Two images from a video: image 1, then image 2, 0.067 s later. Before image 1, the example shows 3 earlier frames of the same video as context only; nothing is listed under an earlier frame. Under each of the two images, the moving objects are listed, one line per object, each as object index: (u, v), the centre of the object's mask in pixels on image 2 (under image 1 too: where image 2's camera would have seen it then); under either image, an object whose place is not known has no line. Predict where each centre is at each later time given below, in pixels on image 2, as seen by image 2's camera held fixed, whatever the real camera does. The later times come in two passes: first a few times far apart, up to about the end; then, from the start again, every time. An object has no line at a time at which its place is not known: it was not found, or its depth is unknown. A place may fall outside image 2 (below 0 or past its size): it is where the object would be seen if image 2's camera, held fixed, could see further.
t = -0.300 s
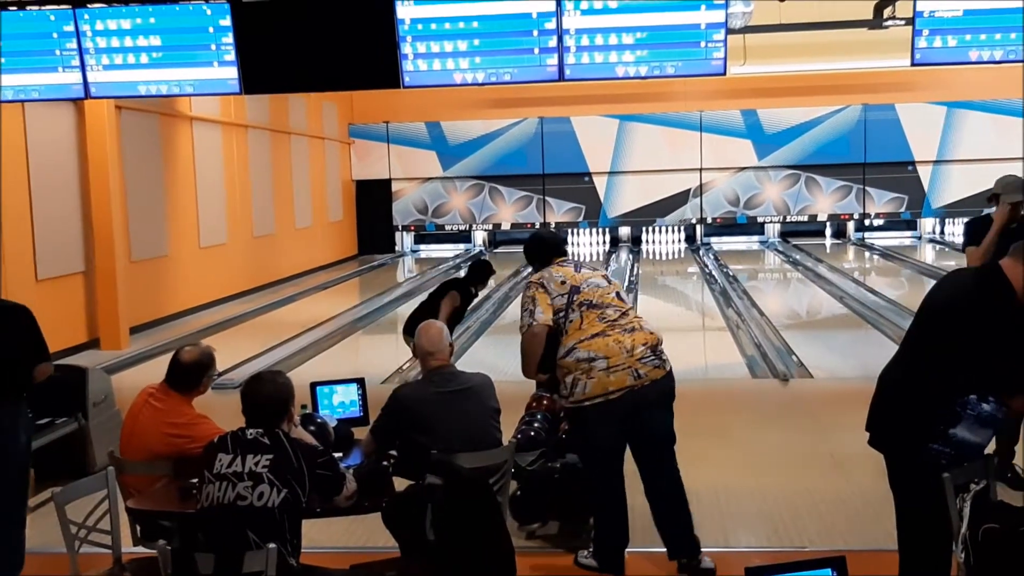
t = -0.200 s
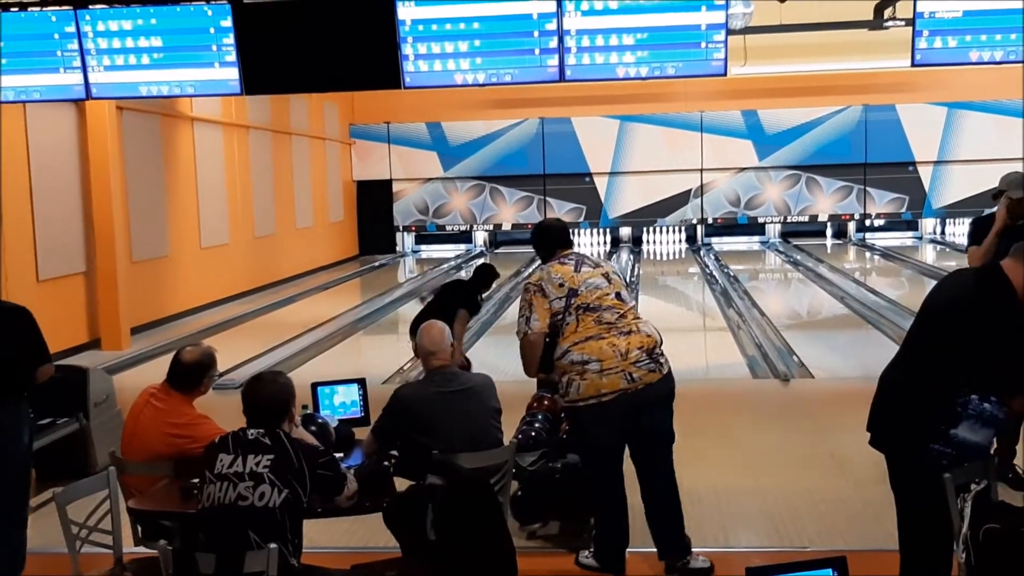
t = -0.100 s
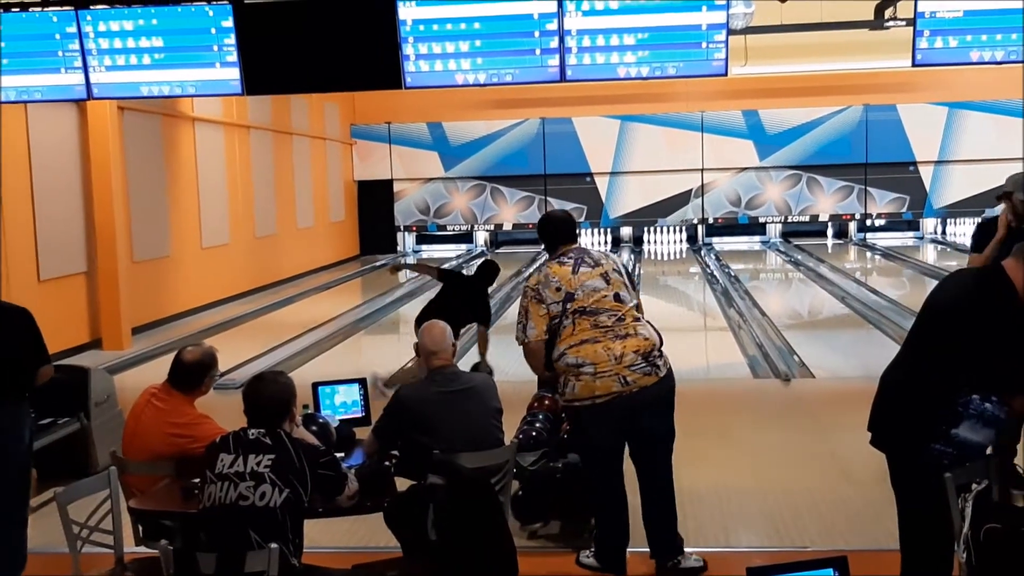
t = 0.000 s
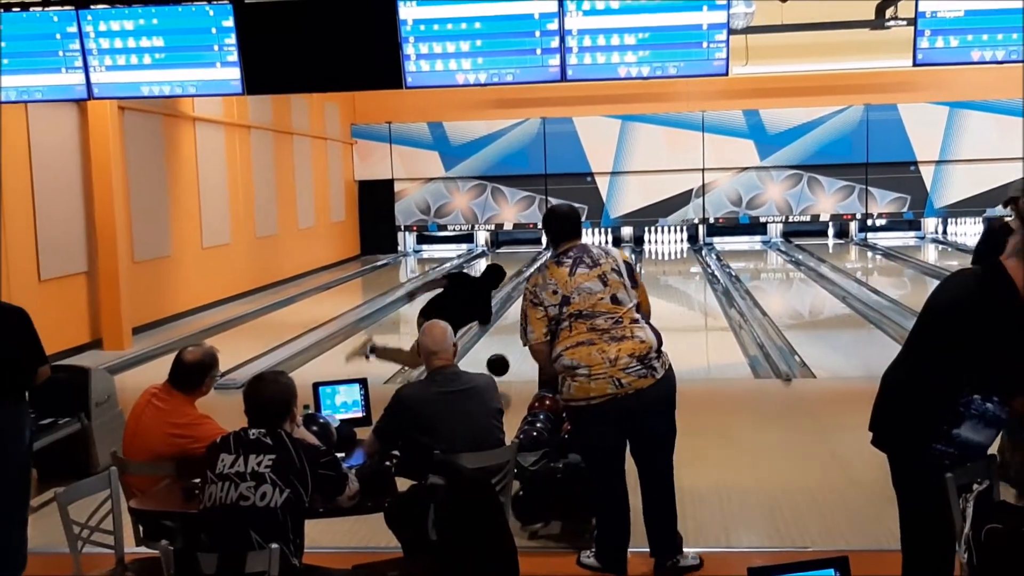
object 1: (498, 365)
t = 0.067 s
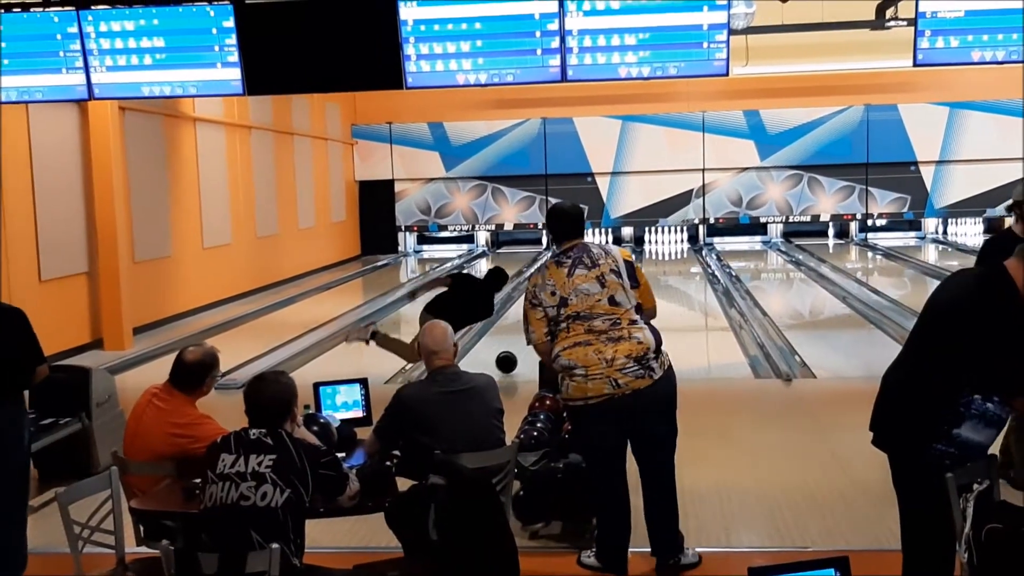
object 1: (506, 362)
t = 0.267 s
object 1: (526, 341)
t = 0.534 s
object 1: (544, 318)
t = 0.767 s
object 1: (559, 301)
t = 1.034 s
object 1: (570, 287)
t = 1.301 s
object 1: (579, 275)
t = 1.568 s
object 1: (587, 266)
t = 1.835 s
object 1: (592, 258)
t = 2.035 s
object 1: (595, 252)
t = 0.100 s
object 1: (510, 359)
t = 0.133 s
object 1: (513, 355)
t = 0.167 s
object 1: (517, 351)
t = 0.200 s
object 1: (520, 348)
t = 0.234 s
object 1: (523, 344)
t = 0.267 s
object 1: (526, 341)
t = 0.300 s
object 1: (529, 337)
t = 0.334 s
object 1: (531, 335)
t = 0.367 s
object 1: (533, 332)
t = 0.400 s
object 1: (535, 329)
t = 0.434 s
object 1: (537, 326)
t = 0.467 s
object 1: (540, 323)
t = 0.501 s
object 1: (542, 321)
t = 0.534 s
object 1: (544, 318)
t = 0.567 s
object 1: (546, 315)
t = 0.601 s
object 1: (549, 312)
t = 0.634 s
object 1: (551, 310)
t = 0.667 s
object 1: (553, 308)
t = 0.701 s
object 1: (555, 306)
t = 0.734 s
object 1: (557, 304)
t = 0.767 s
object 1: (559, 301)
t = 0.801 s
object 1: (560, 299)
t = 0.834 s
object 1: (562, 297)
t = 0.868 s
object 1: (563, 296)
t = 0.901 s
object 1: (565, 294)
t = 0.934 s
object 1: (566, 292)
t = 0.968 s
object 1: (568, 290)
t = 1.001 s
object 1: (569, 289)
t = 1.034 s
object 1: (570, 287)
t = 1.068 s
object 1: (571, 285)
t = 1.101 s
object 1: (573, 284)
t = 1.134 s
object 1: (574, 282)
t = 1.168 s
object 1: (575, 281)
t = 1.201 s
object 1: (576, 280)
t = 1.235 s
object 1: (577, 278)
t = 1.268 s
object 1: (578, 277)
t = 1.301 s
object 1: (579, 275)
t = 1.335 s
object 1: (580, 274)
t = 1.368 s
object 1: (581, 273)
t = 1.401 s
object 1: (582, 271)
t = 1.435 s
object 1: (583, 270)
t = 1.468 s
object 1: (584, 269)
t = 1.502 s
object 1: (585, 268)
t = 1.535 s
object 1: (586, 267)
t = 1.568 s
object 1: (587, 266)
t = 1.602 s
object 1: (587, 265)
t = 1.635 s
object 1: (588, 264)
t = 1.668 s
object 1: (589, 262)
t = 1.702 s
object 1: (590, 262)
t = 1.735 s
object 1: (590, 261)
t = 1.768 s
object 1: (591, 260)
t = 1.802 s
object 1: (591, 259)
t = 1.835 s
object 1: (592, 258)
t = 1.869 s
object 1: (593, 257)
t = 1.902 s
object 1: (593, 256)
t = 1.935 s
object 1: (594, 255)
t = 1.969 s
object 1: (595, 254)
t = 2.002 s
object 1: (595, 253)
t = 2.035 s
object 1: (595, 252)
